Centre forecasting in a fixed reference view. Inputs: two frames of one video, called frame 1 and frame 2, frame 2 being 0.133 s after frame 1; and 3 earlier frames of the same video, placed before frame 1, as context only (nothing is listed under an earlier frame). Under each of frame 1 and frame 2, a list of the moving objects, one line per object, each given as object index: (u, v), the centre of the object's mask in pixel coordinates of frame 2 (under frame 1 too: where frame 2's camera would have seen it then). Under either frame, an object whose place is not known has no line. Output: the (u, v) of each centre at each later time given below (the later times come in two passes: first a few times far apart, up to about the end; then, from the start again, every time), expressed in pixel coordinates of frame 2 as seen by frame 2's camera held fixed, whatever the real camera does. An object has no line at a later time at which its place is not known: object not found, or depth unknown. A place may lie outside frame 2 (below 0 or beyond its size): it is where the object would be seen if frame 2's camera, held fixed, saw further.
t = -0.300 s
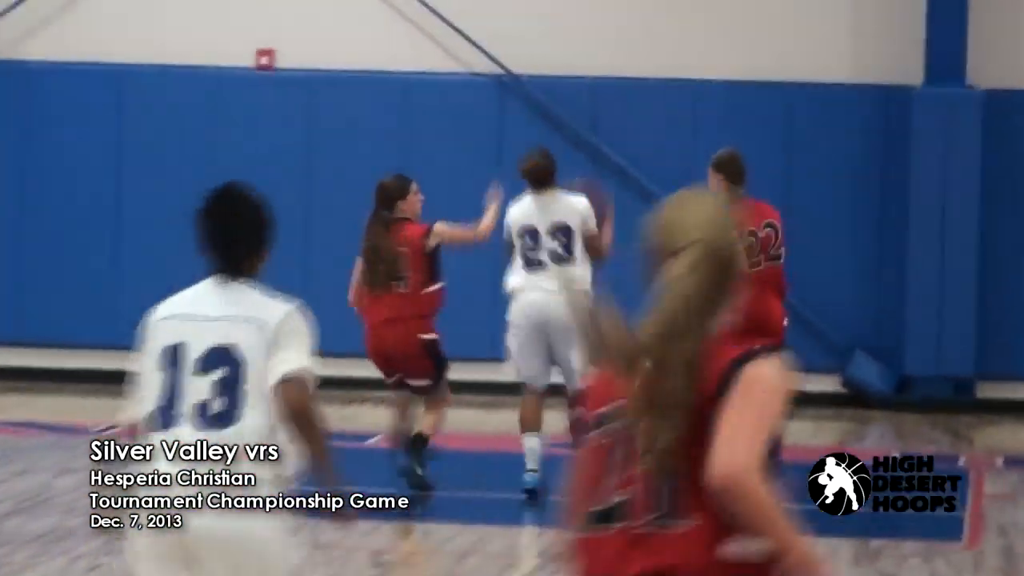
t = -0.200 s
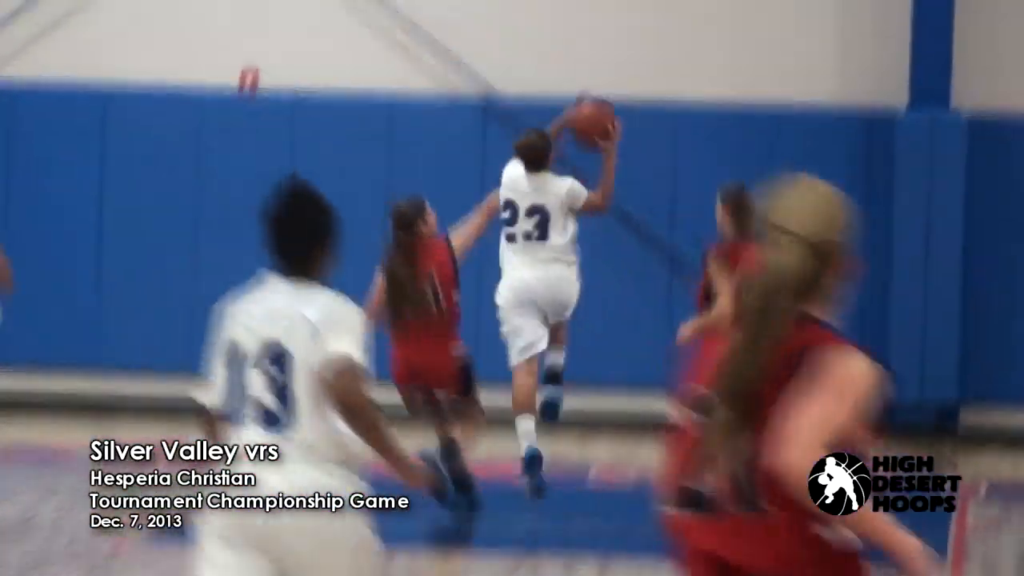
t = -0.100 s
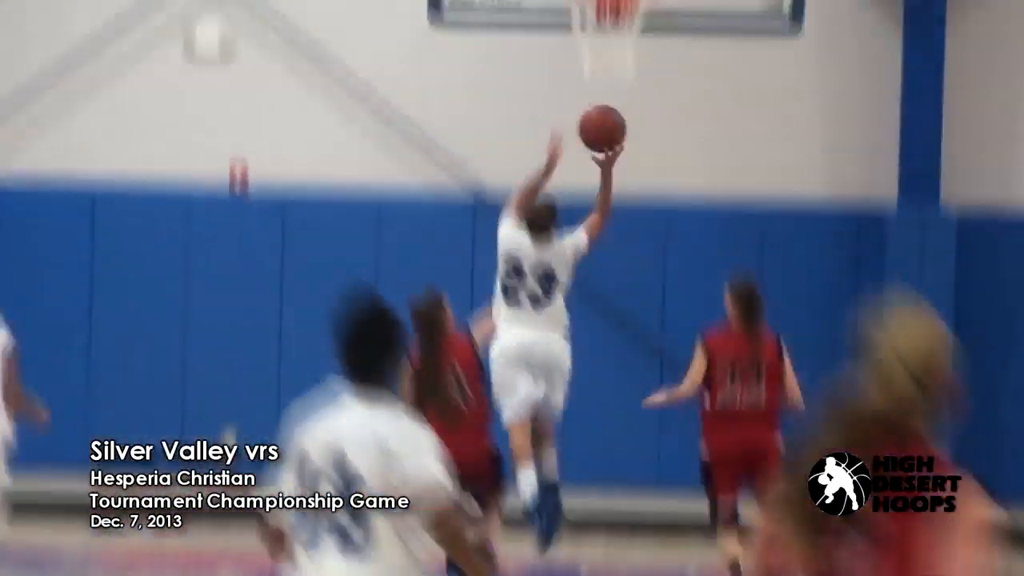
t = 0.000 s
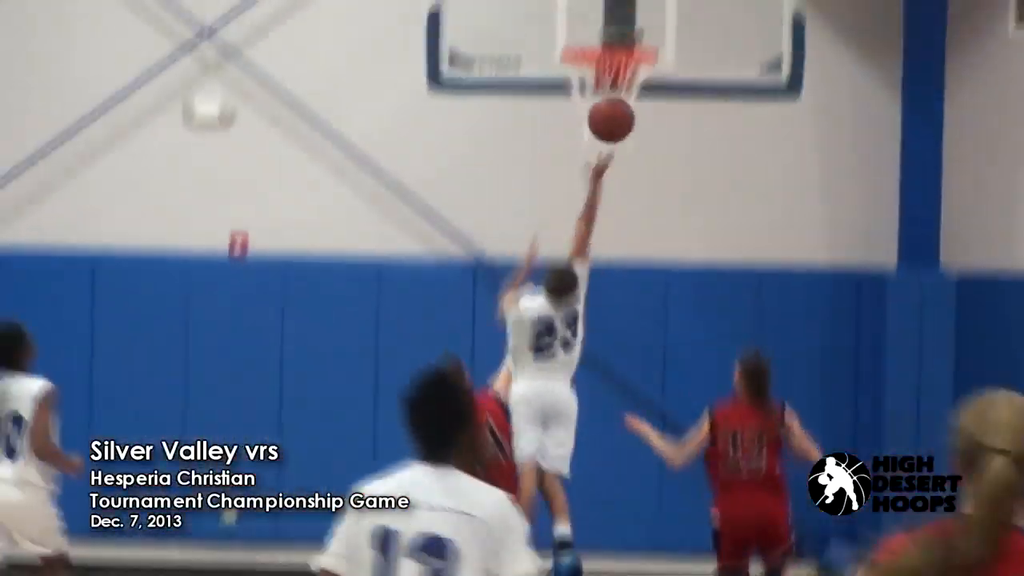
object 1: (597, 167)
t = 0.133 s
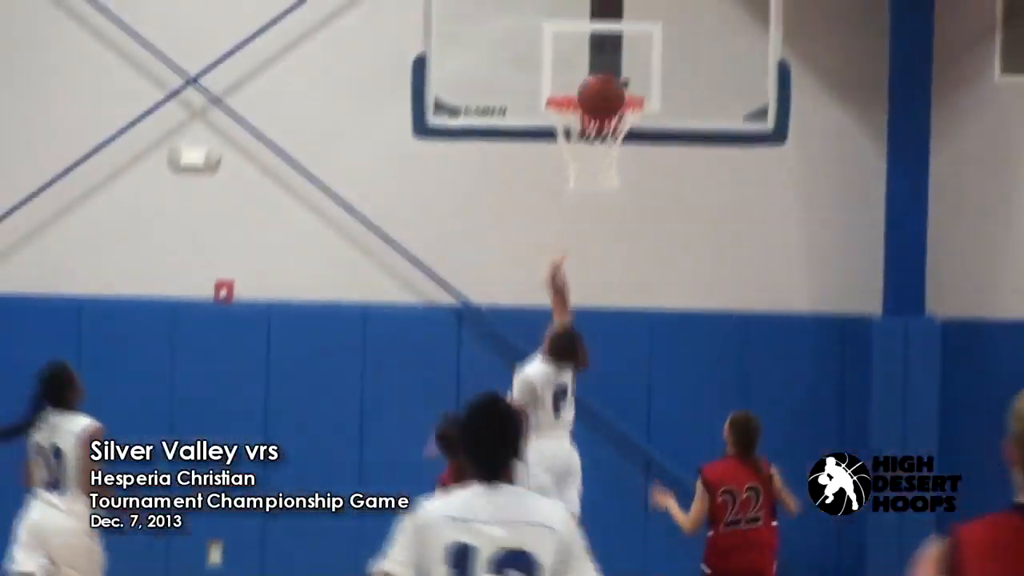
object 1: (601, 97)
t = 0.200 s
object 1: (603, 76)
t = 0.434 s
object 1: (607, 71)
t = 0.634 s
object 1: (599, 73)
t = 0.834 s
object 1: (595, 76)
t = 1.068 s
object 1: (597, 129)
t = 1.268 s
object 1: (595, 208)
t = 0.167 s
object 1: (602, 85)
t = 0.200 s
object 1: (603, 76)
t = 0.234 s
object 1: (604, 72)
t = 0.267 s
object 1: (604, 63)
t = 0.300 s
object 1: (605, 60)
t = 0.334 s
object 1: (606, 59)
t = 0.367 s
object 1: (607, 60)
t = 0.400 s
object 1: (608, 64)
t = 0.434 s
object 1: (607, 71)
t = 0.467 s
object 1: (607, 76)
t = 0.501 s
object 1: (605, 74)
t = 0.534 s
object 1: (604, 73)
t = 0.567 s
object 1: (602, 71)
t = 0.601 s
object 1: (600, 71)
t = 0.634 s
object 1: (599, 73)
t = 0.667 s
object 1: (598, 75)
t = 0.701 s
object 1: (594, 79)
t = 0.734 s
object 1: (593, 81)
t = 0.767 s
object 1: (595, 78)
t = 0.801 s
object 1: (595, 77)
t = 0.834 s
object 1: (595, 76)
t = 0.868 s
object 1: (595, 77)
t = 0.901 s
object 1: (595, 78)
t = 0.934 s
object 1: (596, 82)
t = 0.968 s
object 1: (597, 86)
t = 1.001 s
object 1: (598, 111)
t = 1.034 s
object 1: (598, 123)
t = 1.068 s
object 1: (597, 129)
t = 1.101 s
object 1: (597, 145)
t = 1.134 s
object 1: (599, 155)
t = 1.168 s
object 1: (598, 165)
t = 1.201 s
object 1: (596, 177)
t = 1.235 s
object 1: (596, 191)
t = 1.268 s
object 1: (595, 208)
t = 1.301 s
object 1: (595, 225)
